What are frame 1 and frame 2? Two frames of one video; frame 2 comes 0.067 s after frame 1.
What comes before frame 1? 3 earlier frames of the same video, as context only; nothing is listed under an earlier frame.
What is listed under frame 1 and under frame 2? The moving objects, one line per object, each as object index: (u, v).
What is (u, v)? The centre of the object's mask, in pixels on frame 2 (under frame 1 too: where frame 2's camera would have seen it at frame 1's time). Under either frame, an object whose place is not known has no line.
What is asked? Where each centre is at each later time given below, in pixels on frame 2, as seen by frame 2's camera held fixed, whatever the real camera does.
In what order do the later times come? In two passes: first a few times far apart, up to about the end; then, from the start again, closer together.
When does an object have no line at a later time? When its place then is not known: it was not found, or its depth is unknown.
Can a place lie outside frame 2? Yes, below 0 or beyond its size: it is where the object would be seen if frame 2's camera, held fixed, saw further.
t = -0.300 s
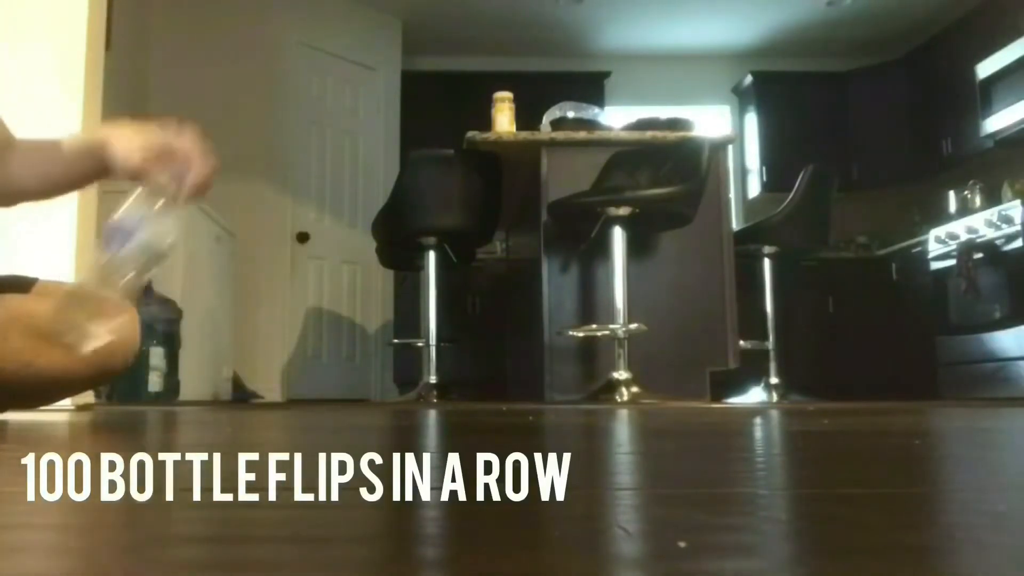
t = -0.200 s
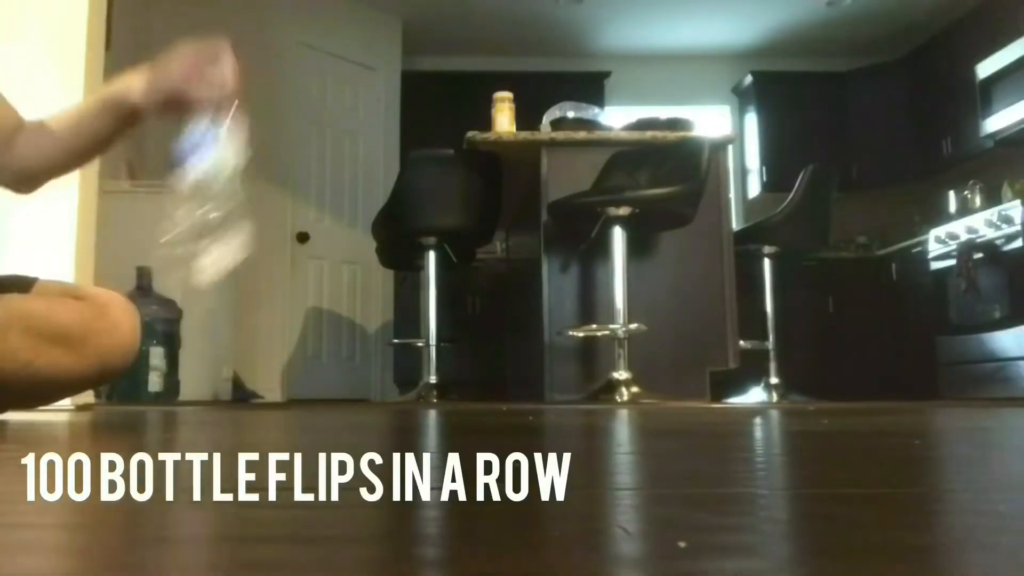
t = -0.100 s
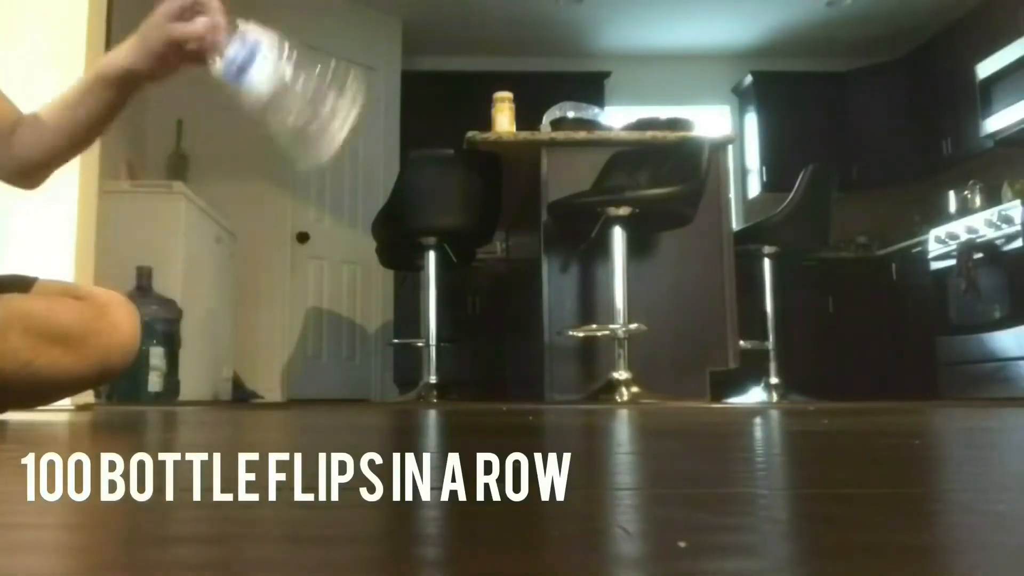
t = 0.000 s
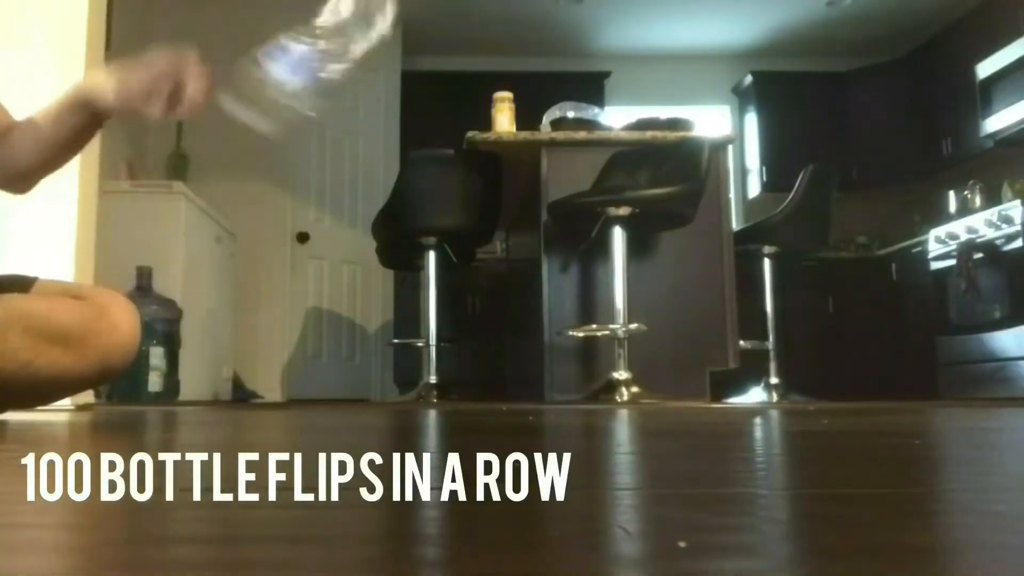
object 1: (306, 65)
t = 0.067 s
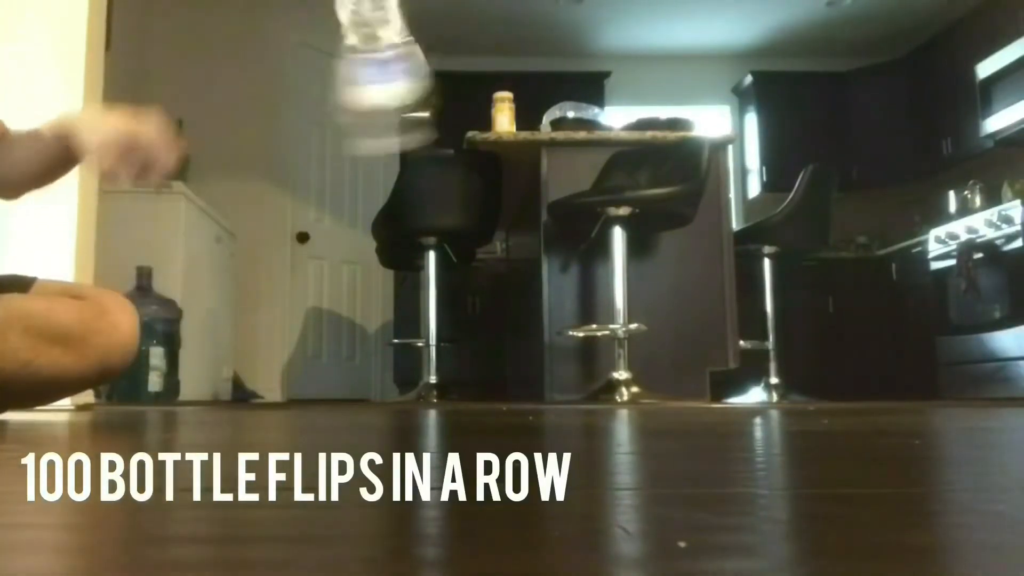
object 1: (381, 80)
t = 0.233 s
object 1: (429, 130)
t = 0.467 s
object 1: (431, 335)
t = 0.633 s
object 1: (435, 336)
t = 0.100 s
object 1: (415, 67)
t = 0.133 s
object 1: (426, 57)
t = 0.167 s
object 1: (429, 66)
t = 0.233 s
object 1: (429, 130)
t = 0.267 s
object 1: (432, 179)
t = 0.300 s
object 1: (440, 224)
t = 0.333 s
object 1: (435, 307)
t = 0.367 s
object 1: (438, 335)
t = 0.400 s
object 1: (438, 331)
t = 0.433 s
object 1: (433, 334)
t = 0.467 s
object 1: (431, 335)
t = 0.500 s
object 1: (433, 334)
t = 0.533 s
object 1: (436, 335)
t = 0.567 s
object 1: (435, 336)
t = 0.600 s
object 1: (435, 336)
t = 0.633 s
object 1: (435, 336)
